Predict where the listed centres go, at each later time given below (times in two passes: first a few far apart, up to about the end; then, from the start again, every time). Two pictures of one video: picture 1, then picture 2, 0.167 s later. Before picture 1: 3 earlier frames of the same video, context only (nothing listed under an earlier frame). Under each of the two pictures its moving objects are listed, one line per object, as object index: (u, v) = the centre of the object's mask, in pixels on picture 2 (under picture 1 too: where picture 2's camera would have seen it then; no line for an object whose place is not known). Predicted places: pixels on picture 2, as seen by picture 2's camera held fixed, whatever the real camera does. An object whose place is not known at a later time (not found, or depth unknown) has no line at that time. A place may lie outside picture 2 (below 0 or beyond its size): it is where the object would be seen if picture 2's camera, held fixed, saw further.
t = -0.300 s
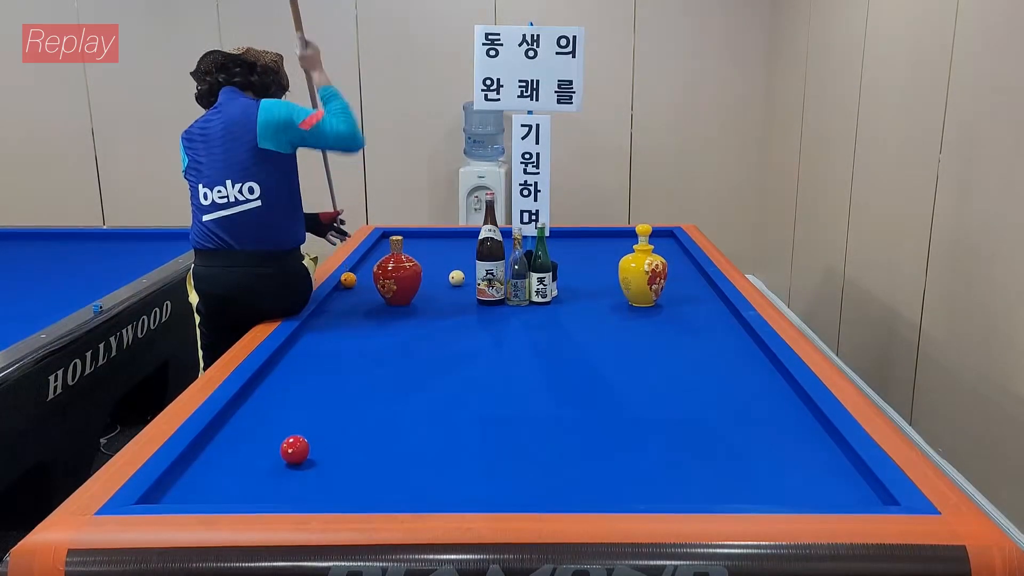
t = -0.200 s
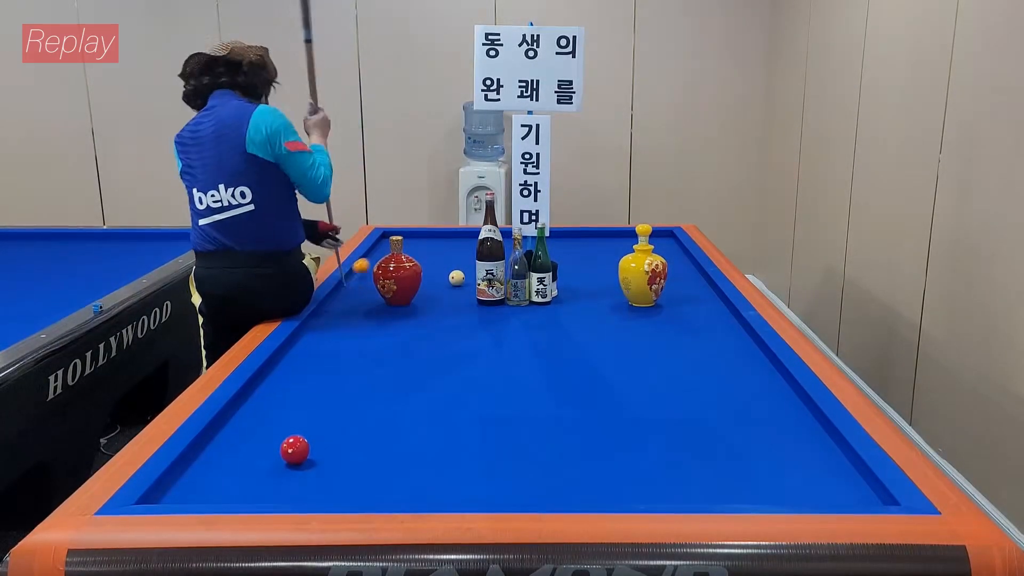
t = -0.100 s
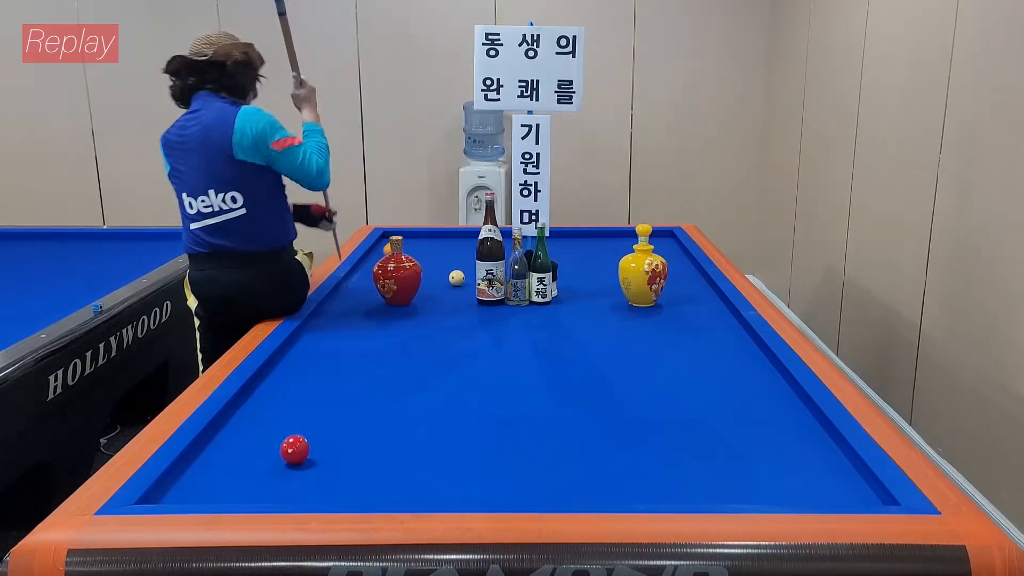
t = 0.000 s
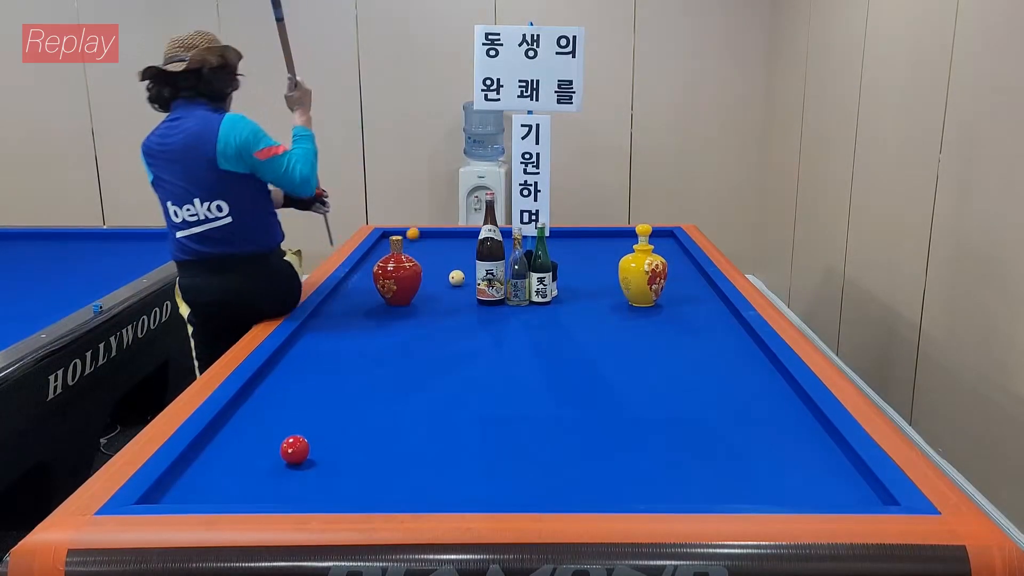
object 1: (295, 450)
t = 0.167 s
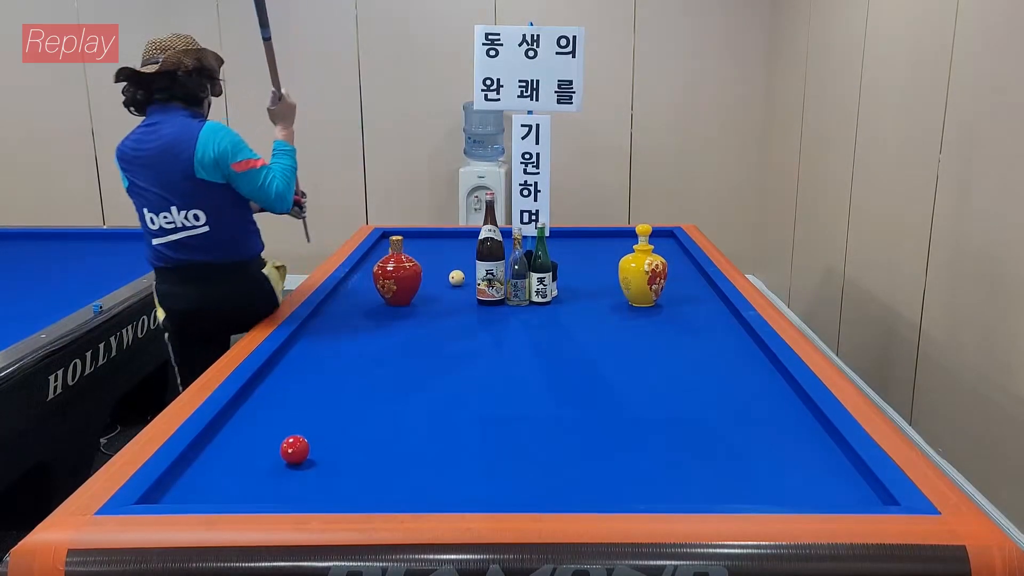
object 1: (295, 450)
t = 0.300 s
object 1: (295, 450)
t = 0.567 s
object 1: (295, 450)
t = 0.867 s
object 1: (295, 450)
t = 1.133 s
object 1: (295, 450)
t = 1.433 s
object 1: (317, 443)
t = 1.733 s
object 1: (402, 418)
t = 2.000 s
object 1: (463, 400)
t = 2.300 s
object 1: (525, 383)
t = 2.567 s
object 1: (573, 368)
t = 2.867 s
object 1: (622, 355)
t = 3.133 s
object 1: (660, 344)
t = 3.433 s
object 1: (700, 332)
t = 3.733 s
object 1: (736, 322)
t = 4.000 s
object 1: (712, 316)
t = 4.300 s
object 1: (686, 309)
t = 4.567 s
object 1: (666, 303)
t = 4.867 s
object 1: (657, 302)
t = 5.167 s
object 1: (654, 304)
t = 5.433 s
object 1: (650, 306)
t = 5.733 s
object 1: (647, 307)
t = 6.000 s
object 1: (645, 308)
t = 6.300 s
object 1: (643, 309)
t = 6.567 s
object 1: (641, 310)
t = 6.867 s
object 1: (640, 310)
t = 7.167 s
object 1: (639, 311)
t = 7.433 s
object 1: (638, 311)
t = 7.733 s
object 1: (639, 311)
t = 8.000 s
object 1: (639, 311)
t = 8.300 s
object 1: (639, 311)
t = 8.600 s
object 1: (638, 311)
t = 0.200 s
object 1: (295, 450)
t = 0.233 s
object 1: (295, 450)
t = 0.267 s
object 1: (295, 450)
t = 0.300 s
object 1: (295, 450)
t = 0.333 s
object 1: (295, 450)
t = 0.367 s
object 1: (295, 450)
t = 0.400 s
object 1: (295, 450)
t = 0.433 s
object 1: (295, 450)
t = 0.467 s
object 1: (295, 450)
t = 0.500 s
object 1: (295, 450)
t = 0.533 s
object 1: (295, 450)
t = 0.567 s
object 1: (295, 450)
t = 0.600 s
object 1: (295, 450)
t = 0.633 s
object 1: (295, 450)
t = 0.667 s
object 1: (295, 450)
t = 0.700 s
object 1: (295, 450)
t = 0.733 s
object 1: (295, 450)
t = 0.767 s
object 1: (295, 450)
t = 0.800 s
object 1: (295, 450)
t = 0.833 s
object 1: (295, 450)
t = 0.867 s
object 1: (295, 450)
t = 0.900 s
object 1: (295, 450)
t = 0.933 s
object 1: (295, 450)
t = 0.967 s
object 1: (295, 450)
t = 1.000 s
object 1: (295, 450)
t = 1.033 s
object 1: (295, 450)
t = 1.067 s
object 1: (295, 450)
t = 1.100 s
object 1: (295, 450)
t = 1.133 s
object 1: (295, 450)
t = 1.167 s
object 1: (295, 450)
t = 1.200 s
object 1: (295, 450)
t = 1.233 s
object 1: (295, 450)
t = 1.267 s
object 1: (295, 450)
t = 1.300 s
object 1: (295, 450)
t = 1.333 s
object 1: (295, 450)
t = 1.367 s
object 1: (295, 450)
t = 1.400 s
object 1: (304, 447)
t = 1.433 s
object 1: (317, 443)
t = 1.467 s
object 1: (329, 440)
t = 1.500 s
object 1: (340, 436)
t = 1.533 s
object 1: (350, 433)
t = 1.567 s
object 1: (359, 430)
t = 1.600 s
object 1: (368, 428)
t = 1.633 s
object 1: (377, 426)
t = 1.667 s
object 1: (386, 423)
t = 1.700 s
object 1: (394, 421)
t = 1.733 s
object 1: (402, 418)
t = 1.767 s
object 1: (410, 416)
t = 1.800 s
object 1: (418, 414)
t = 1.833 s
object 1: (426, 411)
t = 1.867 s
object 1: (434, 409)
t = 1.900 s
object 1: (441, 407)
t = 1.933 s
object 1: (449, 405)
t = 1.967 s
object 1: (456, 403)
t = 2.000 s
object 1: (463, 400)
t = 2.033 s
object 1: (471, 398)
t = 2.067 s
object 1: (478, 396)
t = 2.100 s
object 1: (485, 394)
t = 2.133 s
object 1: (491, 392)
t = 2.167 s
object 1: (498, 390)
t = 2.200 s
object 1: (505, 388)
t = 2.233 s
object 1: (512, 386)
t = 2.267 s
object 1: (518, 384)
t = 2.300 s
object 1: (525, 383)
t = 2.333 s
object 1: (531, 381)
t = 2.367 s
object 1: (537, 379)
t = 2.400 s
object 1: (543, 377)
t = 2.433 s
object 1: (549, 375)
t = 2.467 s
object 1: (556, 374)
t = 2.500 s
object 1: (561, 372)
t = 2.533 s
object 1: (567, 370)
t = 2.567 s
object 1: (573, 368)
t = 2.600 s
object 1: (579, 367)
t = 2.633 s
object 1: (584, 365)
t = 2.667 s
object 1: (590, 364)
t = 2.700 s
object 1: (595, 362)
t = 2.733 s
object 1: (601, 361)
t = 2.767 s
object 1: (606, 359)
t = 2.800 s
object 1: (611, 358)
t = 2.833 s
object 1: (617, 356)
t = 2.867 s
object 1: (622, 355)
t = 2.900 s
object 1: (627, 353)
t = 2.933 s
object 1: (632, 352)
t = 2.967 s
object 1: (637, 350)
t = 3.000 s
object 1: (642, 349)
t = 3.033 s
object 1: (646, 348)
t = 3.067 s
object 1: (651, 346)
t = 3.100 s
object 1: (656, 345)
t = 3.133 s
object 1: (660, 344)
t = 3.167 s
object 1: (665, 342)
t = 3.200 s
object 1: (670, 341)
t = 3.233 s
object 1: (674, 339)
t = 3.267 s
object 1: (679, 338)
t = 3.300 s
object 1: (683, 337)
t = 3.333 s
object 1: (688, 336)
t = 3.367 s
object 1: (692, 334)
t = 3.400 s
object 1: (696, 334)
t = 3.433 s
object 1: (700, 332)
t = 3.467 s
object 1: (705, 331)
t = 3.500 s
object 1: (709, 330)
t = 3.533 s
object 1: (713, 329)
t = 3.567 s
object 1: (717, 328)
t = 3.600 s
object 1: (720, 326)
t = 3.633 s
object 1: (724, 326)
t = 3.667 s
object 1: (728, 324)
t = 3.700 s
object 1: (732, 323)
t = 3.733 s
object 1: (736, 322)
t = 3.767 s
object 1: (734, 321)
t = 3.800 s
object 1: (730, 320)
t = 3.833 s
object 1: (727, 319)
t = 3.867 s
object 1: (724, 318)
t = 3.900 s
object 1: (721, 318)
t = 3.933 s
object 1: (718, 317)
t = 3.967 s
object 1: (714, 316)
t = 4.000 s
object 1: (712, 316)
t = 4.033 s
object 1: (709, 315)
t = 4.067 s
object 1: (706, 314)
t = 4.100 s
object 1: (703, 314)
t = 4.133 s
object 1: (700, 313)
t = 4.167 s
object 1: (697, 312)
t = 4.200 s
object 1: (694, 311)
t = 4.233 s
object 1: (691, 310)
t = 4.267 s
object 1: (689, 310)
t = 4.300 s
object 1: (686, 309)
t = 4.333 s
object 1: (684, 308)
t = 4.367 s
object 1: (681, 308)
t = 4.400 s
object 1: (678, 307)
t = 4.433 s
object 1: (676, 306)
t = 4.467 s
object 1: (673, 305)
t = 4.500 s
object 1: (671, 305)
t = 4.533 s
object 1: (668, 304)
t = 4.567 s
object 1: (666, 303)
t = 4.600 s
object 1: (663, 303)
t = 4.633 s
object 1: (660, 302)
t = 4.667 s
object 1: (658, 301)
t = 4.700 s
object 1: (658, 301)
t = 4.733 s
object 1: (658, 301)
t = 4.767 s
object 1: (657, 302)
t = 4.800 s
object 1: (657, 302)
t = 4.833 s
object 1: (657, 302)
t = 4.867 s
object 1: (657, 302)
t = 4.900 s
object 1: (657, 302)
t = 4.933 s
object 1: (656, 303)
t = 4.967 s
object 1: (656, 303)
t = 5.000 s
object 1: (655, 303)
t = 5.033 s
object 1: (655, 303)
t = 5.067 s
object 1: (654, 304)
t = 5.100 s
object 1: (654, 304)
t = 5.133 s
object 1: (654, 304)
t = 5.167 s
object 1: (654, 304)
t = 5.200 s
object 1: (653, 304)
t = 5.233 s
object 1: (653, 304)
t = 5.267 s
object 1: (652, 304)
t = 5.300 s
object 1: (652, 305)
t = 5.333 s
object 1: (651, 305)
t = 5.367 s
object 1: (651, 305)
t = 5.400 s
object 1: (650, 305)
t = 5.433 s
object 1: (650, 306)
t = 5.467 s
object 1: (649, 306)
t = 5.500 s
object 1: (649, 306)
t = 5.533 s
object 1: (649, 306)
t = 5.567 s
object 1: (649, 306)
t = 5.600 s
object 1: (648, 307)
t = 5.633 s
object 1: (648, 307)
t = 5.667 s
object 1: (648, 307)
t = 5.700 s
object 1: (647, 307)
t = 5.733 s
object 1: (647, 307)
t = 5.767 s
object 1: (647, 307)
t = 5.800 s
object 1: (646, 307)
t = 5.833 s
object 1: (646, 308)
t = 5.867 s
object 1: (645, 308)
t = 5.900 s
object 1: (645, 308)
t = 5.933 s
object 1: (645, 308)
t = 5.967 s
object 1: (645, 308)
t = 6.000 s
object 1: (645, 308)
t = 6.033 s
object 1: (645, 308)
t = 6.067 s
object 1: (645, 308)
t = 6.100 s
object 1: (644, 308)
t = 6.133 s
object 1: (644, 308)
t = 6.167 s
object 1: (643, 308)
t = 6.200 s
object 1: (644, 308)
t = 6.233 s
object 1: (643, 309)
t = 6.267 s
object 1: (643, 309)
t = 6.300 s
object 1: (643, 309)
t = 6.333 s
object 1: (642, 309)
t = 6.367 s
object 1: (642, 309)
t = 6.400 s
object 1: (642, 309)
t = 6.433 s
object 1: (641, 309)
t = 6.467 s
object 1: (641, 309)
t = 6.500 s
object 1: (641, 310)
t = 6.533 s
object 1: (641, 310)
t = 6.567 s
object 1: (641, 310)
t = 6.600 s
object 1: (641, 310)
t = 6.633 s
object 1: (641, 310)
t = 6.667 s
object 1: (640, 310)
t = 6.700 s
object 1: (640, 310)
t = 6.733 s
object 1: (640, 310)
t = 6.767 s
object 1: (640, 310)
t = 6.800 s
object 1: (640, 310)
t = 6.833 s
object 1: (640, 310)
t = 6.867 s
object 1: (640, 310)
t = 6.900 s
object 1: (640, 311)
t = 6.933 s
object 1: (639, 311)
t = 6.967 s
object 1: (639, 311)
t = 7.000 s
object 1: (639, 311)
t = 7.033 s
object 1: (639, 311)
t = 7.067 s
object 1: (639, 311)
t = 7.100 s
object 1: (639, 311)
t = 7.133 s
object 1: (639, 311)
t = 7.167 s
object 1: (639, 311)
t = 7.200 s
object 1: (639, 311)
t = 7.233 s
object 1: (639, 311)
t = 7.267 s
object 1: (639, 311)
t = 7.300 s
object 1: (639, 311)
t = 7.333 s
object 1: (639, 311)
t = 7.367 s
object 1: (639, 311)
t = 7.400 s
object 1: (639, 311)
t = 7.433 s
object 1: (638, 311)
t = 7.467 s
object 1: (638, 311)
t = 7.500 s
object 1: (639, 311)
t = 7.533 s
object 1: (639, 311)
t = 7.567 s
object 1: (638, 311)
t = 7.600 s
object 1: (639, 311)
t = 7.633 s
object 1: (638, 311)
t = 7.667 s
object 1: (639, 311)
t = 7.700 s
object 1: (639, 311)
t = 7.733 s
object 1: (639, 311)
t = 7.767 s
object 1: (639, 311)
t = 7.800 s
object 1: (639, 311)
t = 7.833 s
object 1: (639, 311)
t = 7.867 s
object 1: (639, 311)
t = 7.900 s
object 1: (639, 311)
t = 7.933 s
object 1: (639, 311)
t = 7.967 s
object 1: (639, 311)
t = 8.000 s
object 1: (639, 311)
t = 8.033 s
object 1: (639, 311)
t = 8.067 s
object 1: (639, 311)
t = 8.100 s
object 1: (639, 311)
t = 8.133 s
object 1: (639, 311)
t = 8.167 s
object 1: (639, 311)
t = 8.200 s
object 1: (639, 311)
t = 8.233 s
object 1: (639, 311)
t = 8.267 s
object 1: (639, 311)
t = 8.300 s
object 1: (639, 311)
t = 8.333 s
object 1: (639, 311)
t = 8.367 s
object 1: (639, 311)
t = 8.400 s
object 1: (638, 311)
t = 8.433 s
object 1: (638, 311)
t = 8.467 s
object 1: (638, 311)
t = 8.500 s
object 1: (639, 311)
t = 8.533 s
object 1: (638, 311)
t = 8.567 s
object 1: (638, 312)
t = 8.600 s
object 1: (638, 311)
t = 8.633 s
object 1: (638, 311)
